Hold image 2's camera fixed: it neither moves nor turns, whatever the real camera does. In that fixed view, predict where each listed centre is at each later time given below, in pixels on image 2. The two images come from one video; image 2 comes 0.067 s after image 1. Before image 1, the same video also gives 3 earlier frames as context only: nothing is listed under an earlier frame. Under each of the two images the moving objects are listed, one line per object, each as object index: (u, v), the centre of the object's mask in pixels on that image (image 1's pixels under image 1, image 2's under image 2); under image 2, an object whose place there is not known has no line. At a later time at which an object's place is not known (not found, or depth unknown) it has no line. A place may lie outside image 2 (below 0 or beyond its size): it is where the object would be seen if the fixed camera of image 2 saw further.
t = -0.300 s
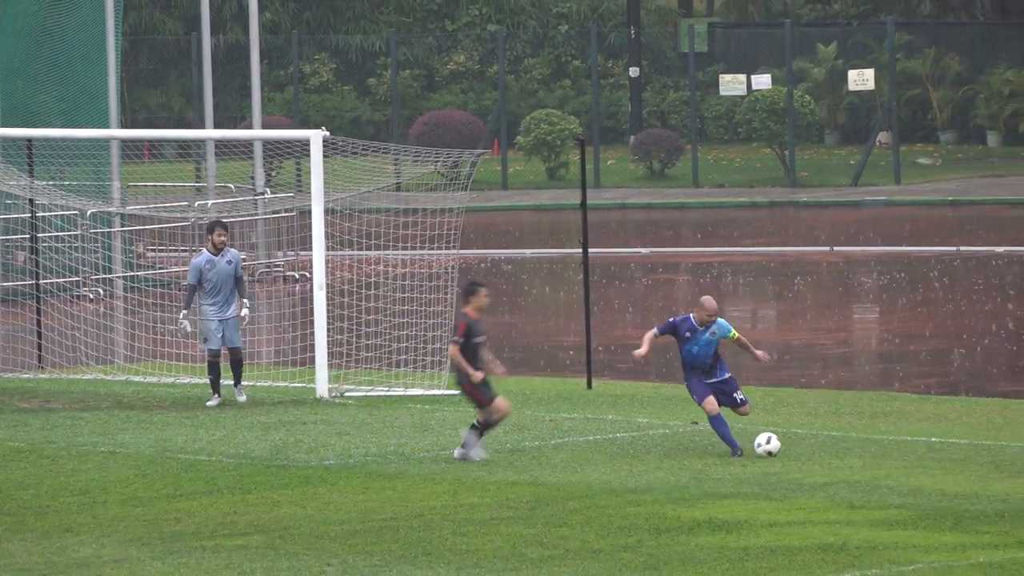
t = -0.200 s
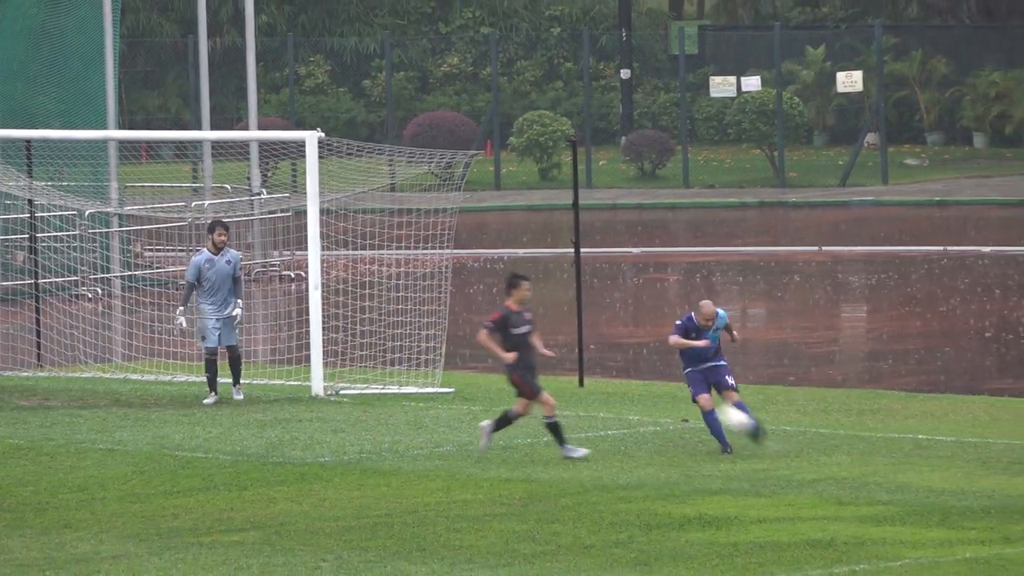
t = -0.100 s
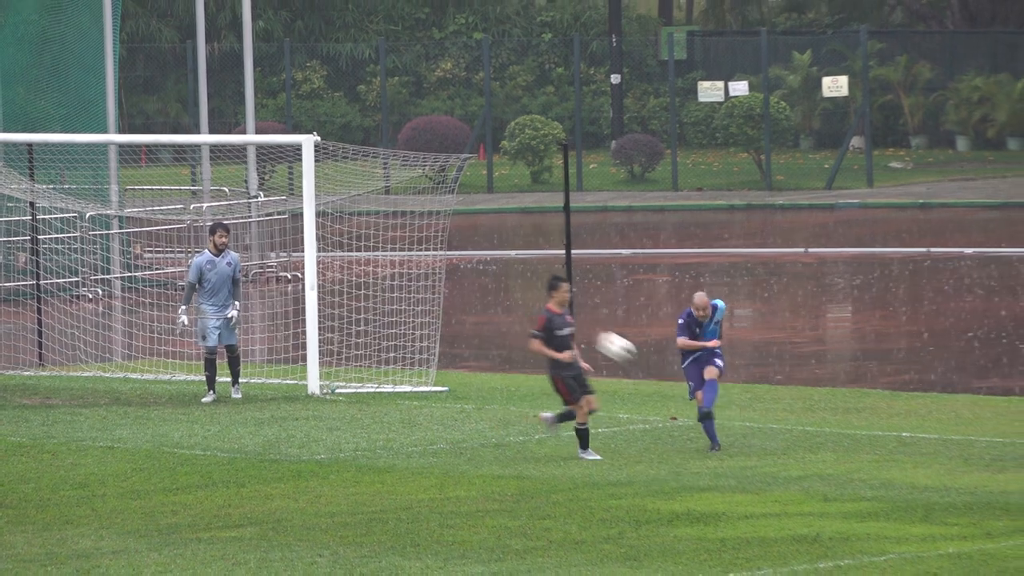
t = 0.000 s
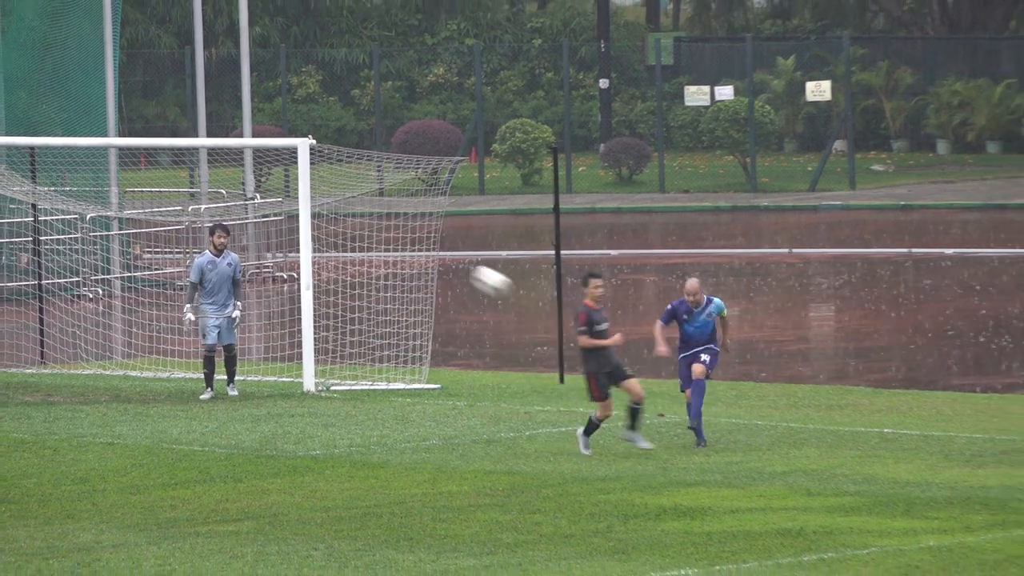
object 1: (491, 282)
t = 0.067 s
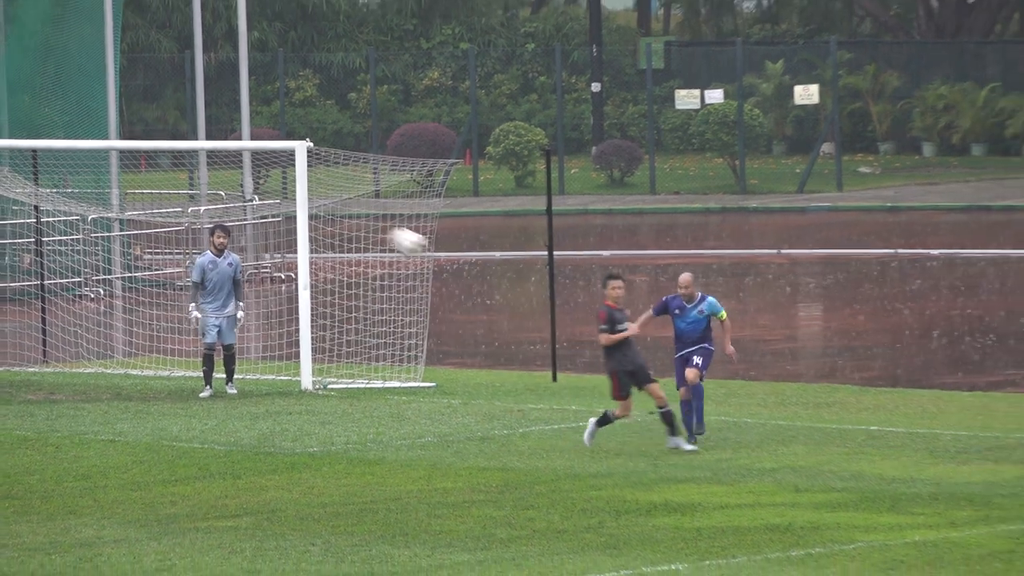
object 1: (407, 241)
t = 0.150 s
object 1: (305, 195)
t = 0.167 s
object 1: (281, 187)
